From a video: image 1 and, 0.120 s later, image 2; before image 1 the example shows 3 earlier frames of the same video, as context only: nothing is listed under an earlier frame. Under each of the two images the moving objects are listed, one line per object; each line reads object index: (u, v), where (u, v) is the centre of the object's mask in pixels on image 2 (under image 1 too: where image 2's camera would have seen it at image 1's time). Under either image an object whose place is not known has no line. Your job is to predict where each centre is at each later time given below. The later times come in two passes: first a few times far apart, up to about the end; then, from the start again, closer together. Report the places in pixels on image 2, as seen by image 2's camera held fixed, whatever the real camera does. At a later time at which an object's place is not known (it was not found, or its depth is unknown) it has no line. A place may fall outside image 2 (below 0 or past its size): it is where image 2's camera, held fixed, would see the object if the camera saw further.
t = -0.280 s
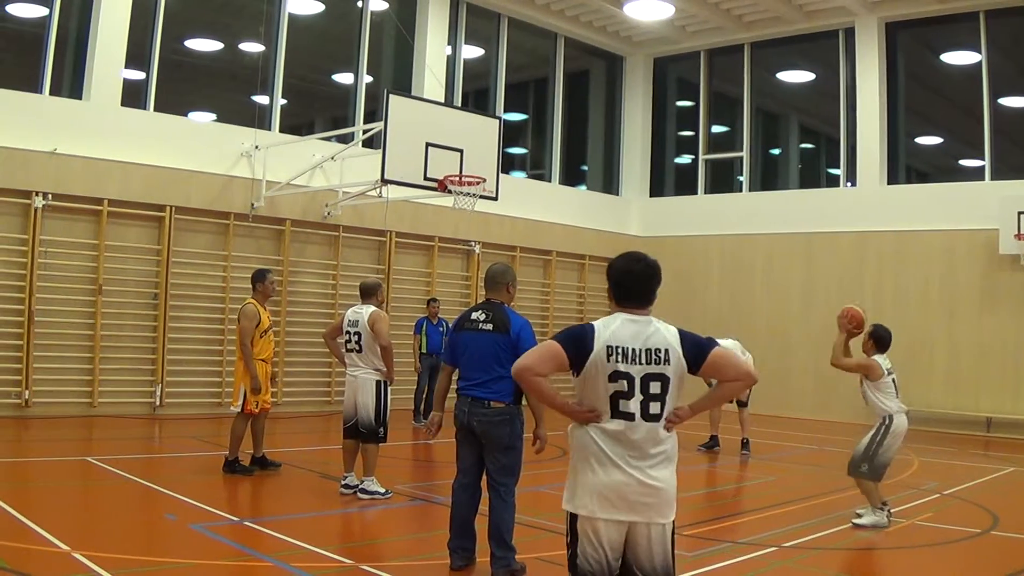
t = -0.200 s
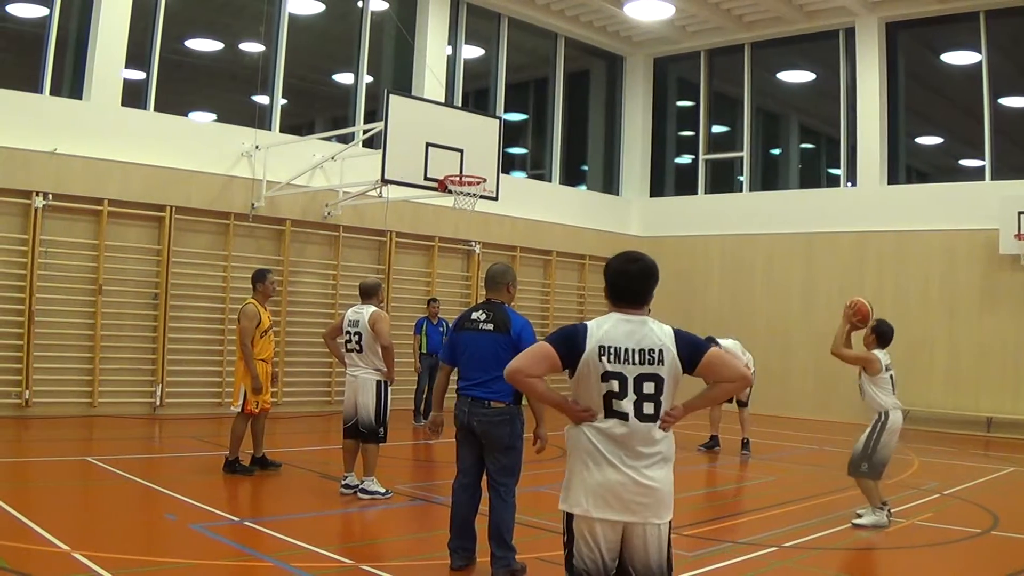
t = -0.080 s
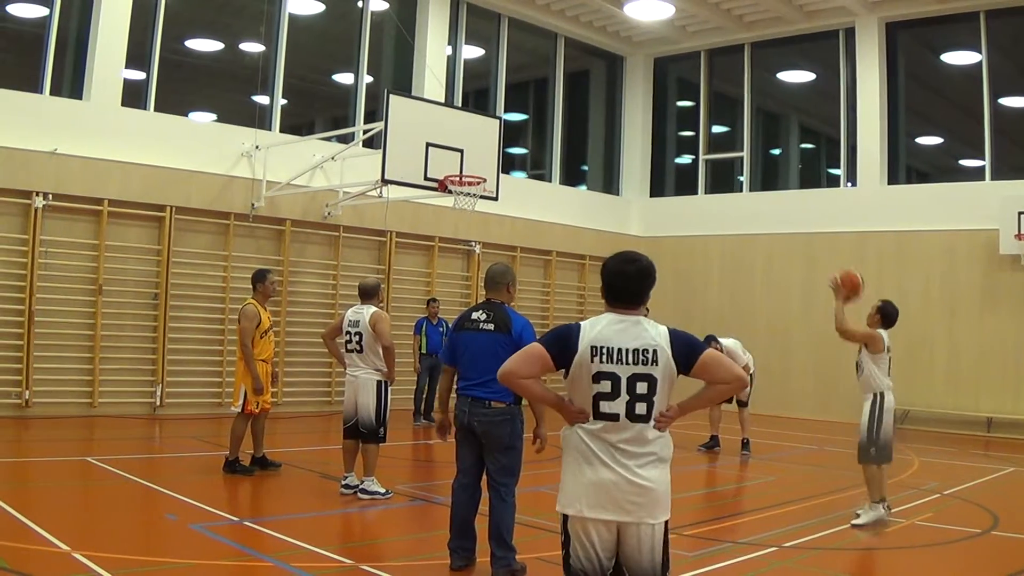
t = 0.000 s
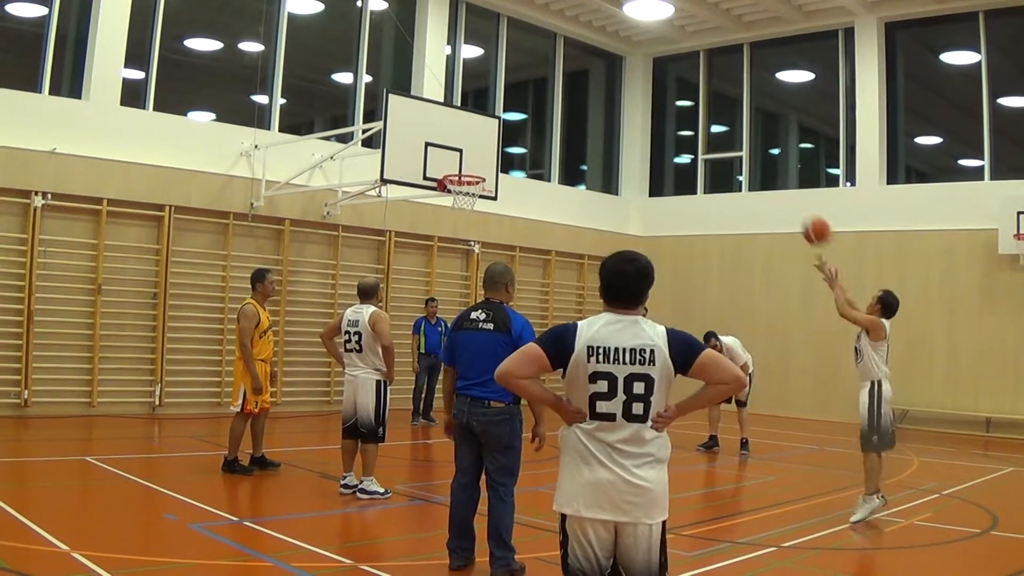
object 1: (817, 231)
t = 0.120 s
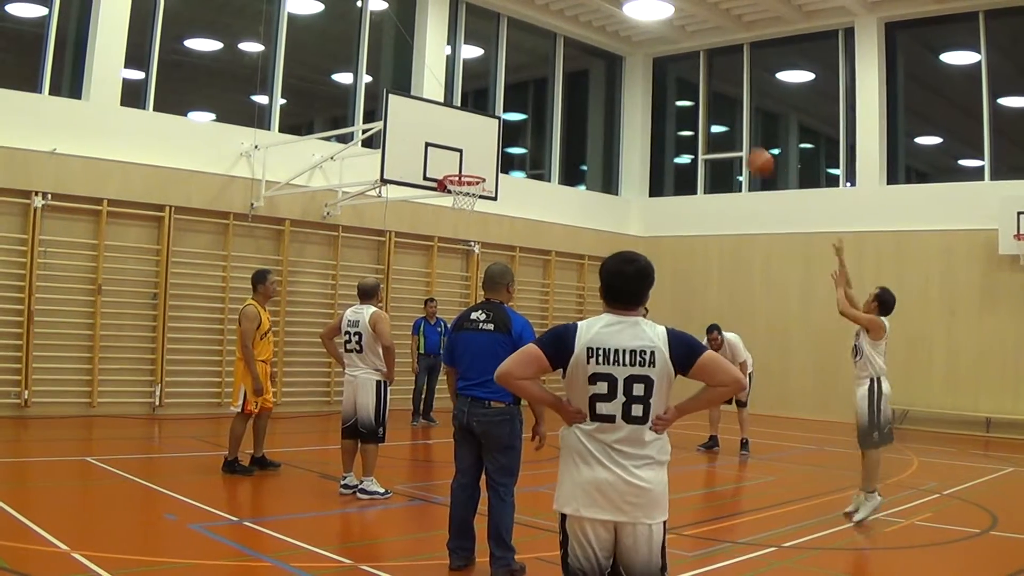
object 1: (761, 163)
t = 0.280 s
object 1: (687, 105)
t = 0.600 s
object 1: (568, 80)
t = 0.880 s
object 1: (479, 133)
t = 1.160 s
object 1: (465, 137)
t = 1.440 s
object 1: (499, 132)
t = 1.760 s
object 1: (536, 213)
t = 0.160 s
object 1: (740, 144)
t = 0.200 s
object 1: (723, 130)
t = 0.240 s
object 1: (705, 116)
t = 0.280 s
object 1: (687, 105)
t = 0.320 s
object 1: (671, 96)
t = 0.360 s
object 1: (656, 90)
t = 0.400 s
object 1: (639, 83)
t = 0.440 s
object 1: (623, 80)
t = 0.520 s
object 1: (595, 76)
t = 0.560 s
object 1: (581, 77)
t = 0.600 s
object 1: (568, 80)
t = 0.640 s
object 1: (554, 83)
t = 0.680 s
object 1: (541, 89)
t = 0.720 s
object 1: (528, 95)
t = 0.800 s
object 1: (503, 111)
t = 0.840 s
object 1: (490, 122)
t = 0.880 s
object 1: (479, 133)
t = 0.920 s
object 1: (467, 145)
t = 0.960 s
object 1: (455, 158)
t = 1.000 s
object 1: (445, 168)
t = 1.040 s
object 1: (450, 159)
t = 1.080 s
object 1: (455, 151)
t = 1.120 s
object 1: (460, 144)
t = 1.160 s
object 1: (465, 137)
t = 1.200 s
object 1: (470, 132)
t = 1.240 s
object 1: (474, 129)
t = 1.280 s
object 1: (479, 127)
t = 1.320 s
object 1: (484, 126)
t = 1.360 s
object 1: (489, 127)
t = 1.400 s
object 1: (494, 129)
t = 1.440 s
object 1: (499, 132)
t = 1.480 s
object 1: (504, 136)
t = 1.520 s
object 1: (508, 142)
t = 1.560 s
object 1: (513, 151)
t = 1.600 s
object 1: (517, 160)
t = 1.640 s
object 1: (522, 170)
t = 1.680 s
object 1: (527, 183)
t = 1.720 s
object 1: (531, 197)
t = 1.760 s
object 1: (536, 213)
